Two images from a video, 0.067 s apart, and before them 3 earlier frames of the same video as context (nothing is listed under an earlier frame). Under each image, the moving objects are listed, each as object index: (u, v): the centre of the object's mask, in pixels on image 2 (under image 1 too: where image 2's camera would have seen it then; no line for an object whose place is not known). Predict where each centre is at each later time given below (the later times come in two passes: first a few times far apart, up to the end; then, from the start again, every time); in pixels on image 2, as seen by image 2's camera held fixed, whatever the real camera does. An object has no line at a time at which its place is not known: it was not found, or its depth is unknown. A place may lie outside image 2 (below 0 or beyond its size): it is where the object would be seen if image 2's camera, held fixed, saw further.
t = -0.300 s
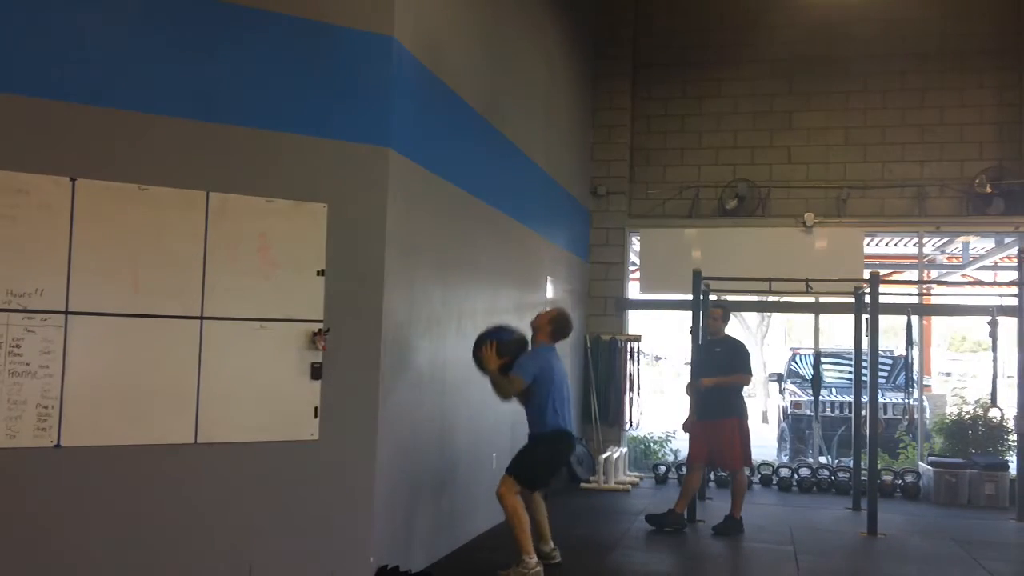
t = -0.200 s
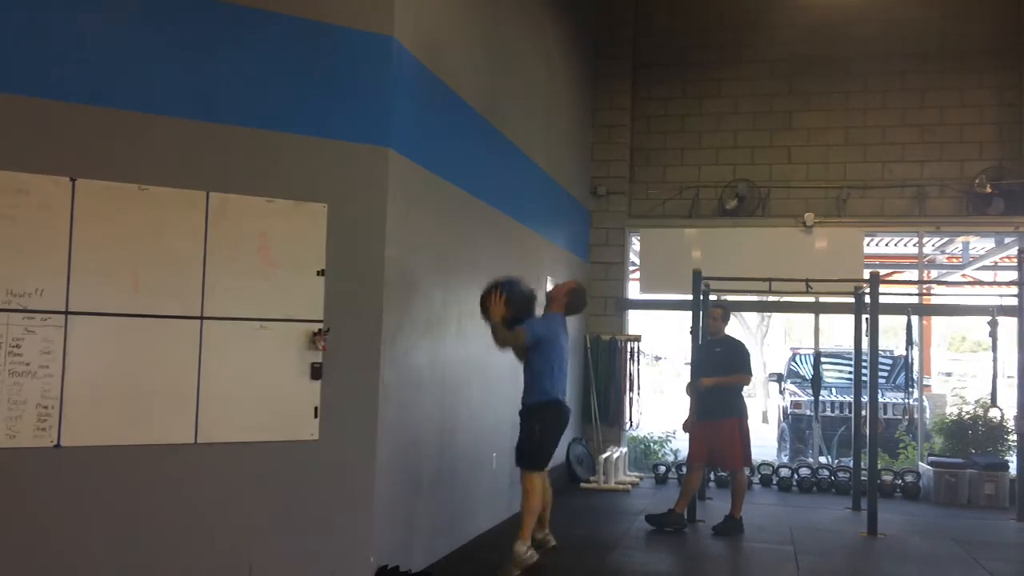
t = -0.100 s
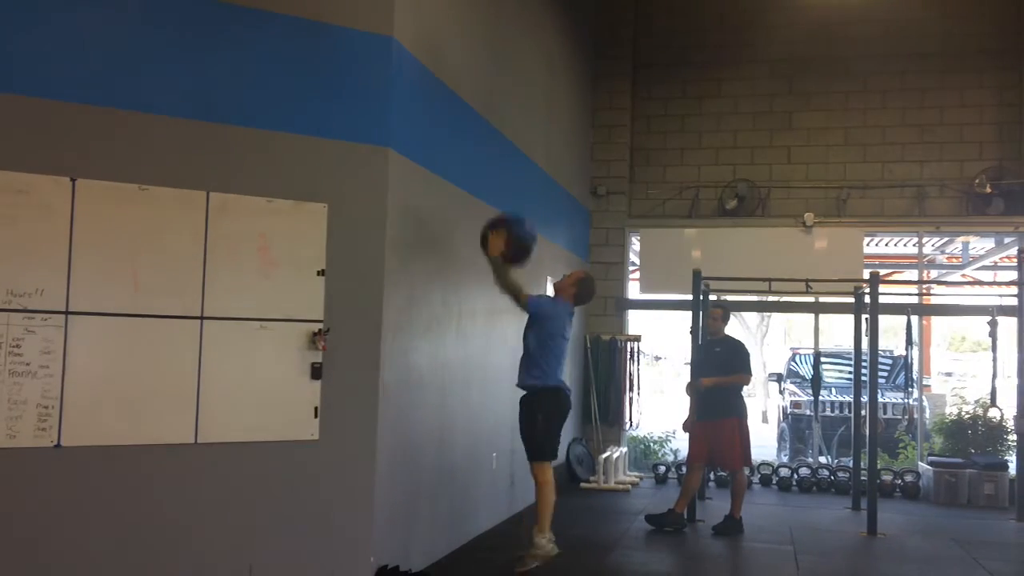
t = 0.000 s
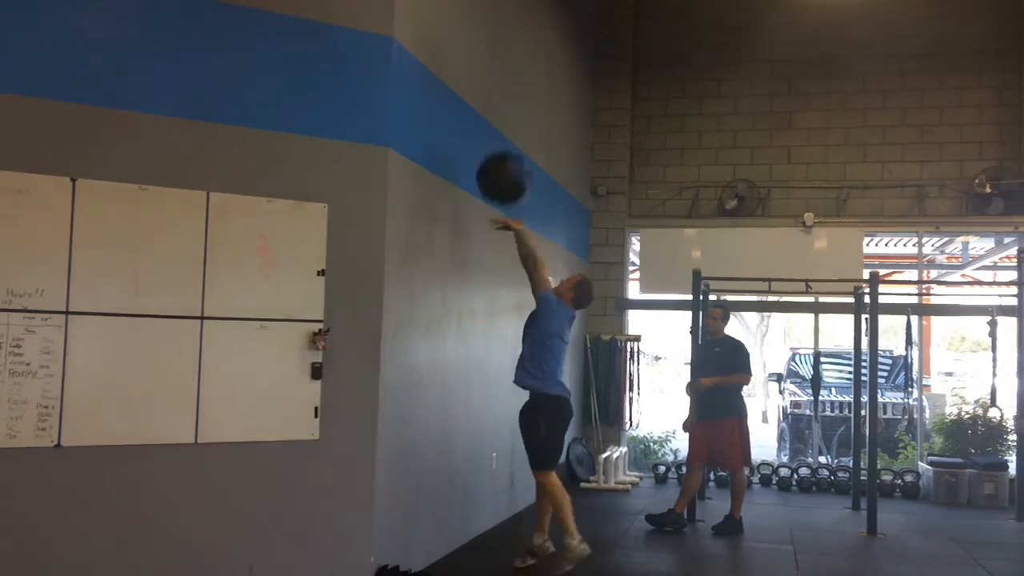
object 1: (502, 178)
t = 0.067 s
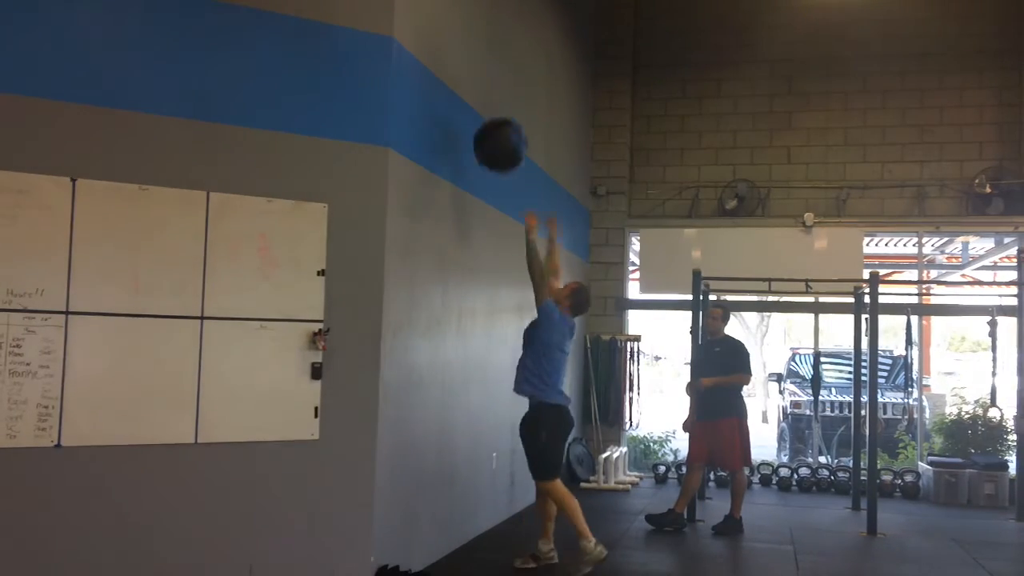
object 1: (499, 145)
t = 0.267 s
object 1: (489, 84)
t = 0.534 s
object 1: (479, 91)
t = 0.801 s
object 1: (493, 198)
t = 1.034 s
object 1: (500, 386)
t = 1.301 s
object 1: (511, 485)
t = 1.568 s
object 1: (531, 428)
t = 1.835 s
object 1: (547, 478)
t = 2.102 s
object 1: (561, 513)
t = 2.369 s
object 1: (571, 526)
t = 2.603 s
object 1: (575, 523)
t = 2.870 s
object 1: (574, 522)
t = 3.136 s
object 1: (572, 523)
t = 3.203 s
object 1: (572, 523)
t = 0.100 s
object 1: (498, 130)
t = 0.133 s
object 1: (497, 118)
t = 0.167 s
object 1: (494, 107)
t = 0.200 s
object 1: (492, 97)
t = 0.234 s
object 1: (491, 90)
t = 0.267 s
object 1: (489, 84)
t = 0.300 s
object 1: (487, 79)
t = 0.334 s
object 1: (484, 76)
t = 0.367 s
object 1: (482, 75)
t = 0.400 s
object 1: (479, 75)
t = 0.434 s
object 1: (478, 77)
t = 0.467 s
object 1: (477, 81)
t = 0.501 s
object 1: (478, 85)
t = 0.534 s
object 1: (479, 91)
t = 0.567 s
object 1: (480, 97)
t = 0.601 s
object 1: (483, 106)
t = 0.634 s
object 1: (485, 117)
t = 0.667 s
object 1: (486, 130)
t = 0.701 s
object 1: (488, 143)
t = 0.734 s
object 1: (490, 159)
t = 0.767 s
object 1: (491, 178)
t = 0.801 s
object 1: (493, 198)
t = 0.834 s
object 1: (494, 218)
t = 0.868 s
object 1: (495, 242)
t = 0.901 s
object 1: (497, 267)
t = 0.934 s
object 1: (498, 293)
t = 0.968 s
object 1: (499, 322)
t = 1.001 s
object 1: (499, 353)
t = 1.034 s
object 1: (500, 386)
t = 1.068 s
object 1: (500, 421)
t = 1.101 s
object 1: (500, 457)
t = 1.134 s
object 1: (500, 496)
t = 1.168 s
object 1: (501, 539)
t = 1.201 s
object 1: (503, 534)
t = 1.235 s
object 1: (505, 517)
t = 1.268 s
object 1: (508, 500)
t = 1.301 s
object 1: (511, 485)
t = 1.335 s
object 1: (514, 472)
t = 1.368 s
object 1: (517, 460)
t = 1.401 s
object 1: (519, 451)
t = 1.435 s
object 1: (521, 443)
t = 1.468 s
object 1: (524, 437)
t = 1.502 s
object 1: (526, 432)
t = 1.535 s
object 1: (529, 429)
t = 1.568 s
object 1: (531, 428)
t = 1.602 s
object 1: (533, 429)
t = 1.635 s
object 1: (535, 431)
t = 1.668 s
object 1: (537, 434)
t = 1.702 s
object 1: (539, 440)
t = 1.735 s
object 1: (541, 447)
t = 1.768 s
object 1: (543, 456)
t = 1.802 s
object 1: (545, 465)
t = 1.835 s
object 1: (547, 478)
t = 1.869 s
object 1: (549, 492)
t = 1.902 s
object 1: (551, 508)
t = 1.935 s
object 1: (552, 525)
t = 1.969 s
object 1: (553, 537)
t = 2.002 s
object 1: (555, 529)
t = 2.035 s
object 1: (558, 520)
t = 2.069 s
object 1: (560, 517)
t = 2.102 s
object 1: (561, 513)
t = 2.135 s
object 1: (562, 510)
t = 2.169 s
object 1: (563, 510)
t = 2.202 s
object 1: (565, 511)
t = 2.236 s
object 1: (567, 513)
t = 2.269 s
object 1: (568, 519)
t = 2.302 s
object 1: (570, 526)
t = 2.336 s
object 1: (571, 528)
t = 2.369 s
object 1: (571, 526)
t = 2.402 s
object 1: (573, 523)
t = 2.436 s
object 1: (573, 522)
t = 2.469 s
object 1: (573, 522)
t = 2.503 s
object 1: (574, 523)
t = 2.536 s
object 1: (574, 524)
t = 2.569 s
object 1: (575, 524)
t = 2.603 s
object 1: (575, 523)
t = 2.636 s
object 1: (575, 523)
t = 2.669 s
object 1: (575, 523)
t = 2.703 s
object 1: (575, 523)
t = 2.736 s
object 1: (575, 523)
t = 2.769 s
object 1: (575, 522)
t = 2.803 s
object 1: (575, 522)
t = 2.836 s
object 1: (575, 522)
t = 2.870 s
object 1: (574, 522)
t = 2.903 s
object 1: (574, 522)
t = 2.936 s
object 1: (574, 522)
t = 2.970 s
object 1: (574, 522)
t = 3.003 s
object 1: (574, 522)
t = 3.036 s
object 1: (573, 522)
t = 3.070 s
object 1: (572, 522)
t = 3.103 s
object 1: (572, 522)
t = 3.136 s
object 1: (572, 523)
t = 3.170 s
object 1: (572, 523)
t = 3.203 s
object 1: (572, 523)
